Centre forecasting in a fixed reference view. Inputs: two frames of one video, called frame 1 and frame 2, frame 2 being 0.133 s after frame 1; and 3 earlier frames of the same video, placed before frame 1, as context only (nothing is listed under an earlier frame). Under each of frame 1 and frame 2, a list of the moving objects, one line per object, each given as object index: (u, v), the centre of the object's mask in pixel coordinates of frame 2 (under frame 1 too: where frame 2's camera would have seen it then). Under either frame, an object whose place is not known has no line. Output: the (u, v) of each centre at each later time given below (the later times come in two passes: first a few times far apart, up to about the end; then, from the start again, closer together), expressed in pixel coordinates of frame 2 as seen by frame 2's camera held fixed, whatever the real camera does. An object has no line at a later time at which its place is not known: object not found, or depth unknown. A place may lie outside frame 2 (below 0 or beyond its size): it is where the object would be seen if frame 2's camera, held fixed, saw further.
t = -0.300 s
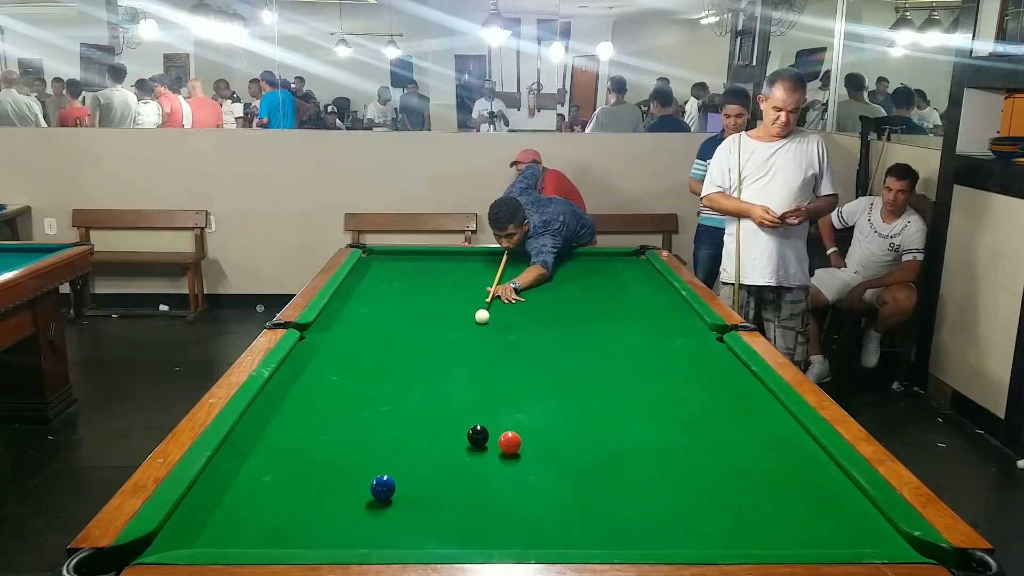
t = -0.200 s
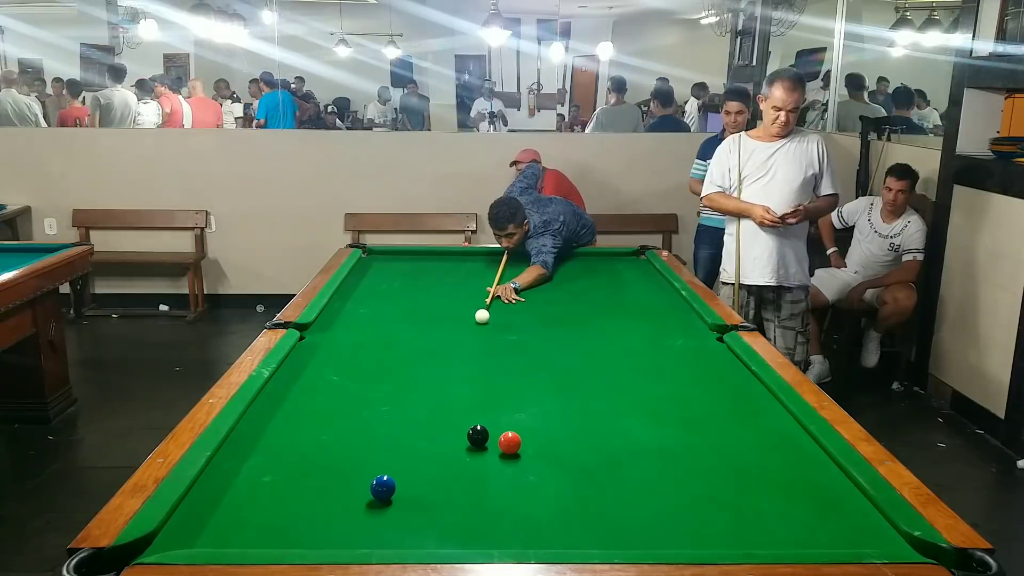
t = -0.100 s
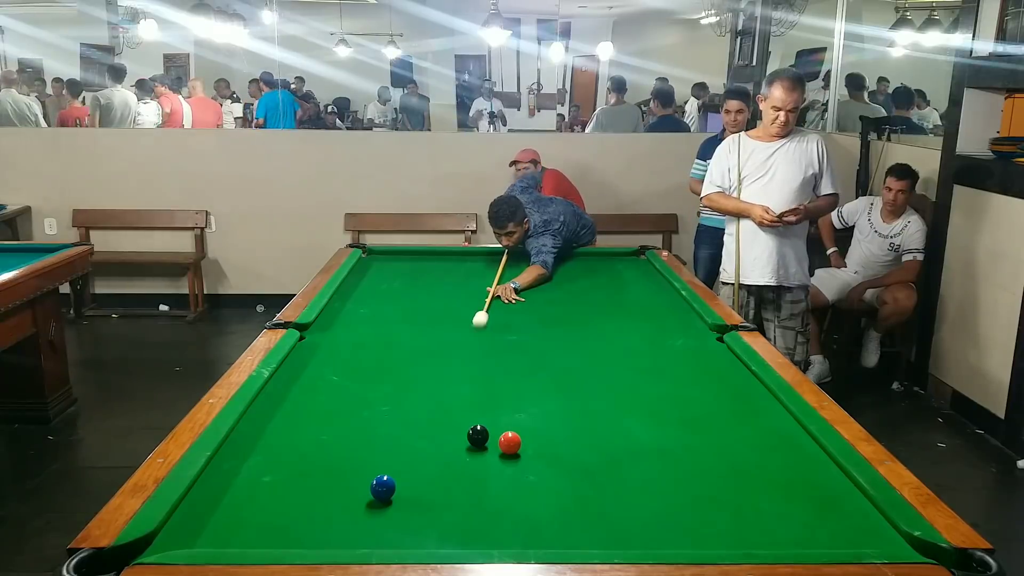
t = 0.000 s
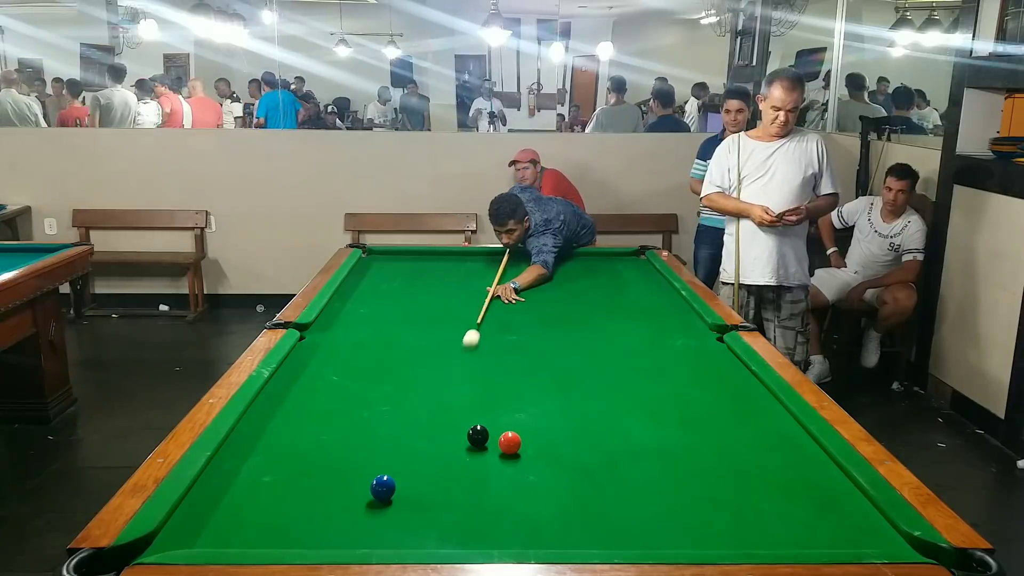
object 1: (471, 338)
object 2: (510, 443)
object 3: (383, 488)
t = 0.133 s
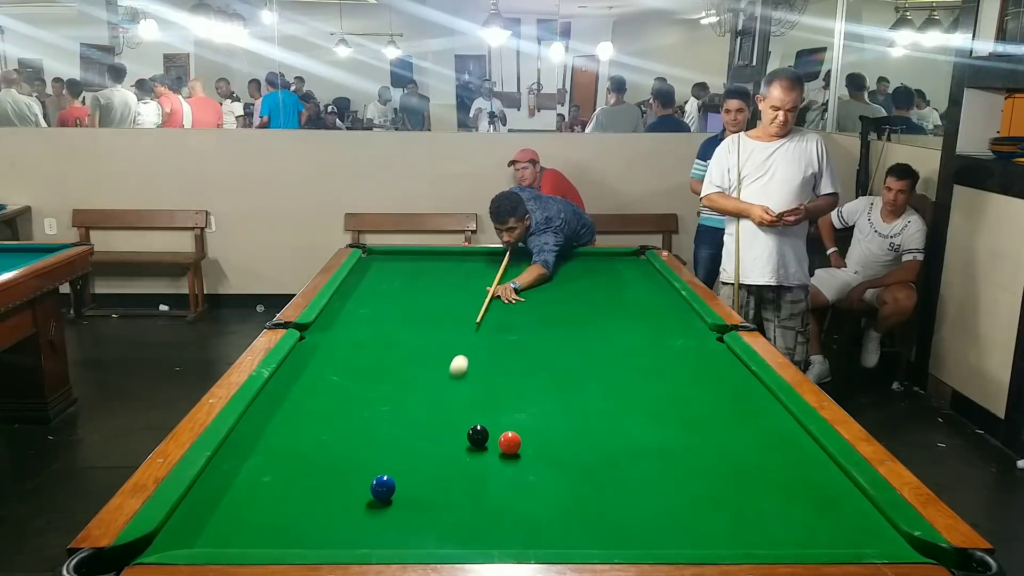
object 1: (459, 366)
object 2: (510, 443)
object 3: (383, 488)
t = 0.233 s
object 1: (448, 388)
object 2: (510, 443)
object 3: (383, 488)
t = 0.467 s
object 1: (417, 459)
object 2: (510, 443)
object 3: (383, 488)
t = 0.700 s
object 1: (441, 539)
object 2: (510, 443)
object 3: (321, 502)
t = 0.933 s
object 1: (485, 479)
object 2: (510, 443)
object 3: (245, 520)
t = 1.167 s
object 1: (511, 450)
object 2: (517, 428)
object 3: (168, 538)
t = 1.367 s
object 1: (523, 441)
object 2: (528, 408)
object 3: (157, 546)
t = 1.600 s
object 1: (536, 432)
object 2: (539, 388)
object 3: (163, 539)
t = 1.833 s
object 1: (547, 425)
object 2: (548, 371)
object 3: (177, 536)
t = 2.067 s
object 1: (556, 419)
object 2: (555, 357)
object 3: (187, 534)
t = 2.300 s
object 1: (564, 414)
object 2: (563, 344)
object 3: (193, 533)
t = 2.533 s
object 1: (571, 410)
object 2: (569, 333)
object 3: (197, 531)
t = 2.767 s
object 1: (577, 406)
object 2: (574, 325)
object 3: (197, 531)
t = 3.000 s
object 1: (581, 404)
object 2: (579, 317)
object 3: (197, 531)
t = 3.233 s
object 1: (584, 402)
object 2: (583, 310)
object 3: (197, 531)
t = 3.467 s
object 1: (586, 401)
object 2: (586, 304)
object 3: (197, 531)
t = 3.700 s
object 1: (586, 401)
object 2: (589, 298)
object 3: (196, 531)
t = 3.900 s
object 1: (586, 401)
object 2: (591, 294)
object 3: (196, 531)
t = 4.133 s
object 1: (586, 401)
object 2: (594, 290)
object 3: (197, 531)
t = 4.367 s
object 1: (586, 401)
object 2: (597, 287)
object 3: (196, 531)
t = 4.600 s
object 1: (586, 401)
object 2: (599, 284)
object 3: (196, 531)
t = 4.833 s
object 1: (586, 401)
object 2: (601, 281)
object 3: (196, 531)
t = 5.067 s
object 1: (586, 401)
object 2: (603, 279)
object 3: (196, 532)
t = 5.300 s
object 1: (586, 401)
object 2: (604, 278)
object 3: (196, 531)
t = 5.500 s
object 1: (586, 401)
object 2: (606, 276)
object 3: (196, 531)
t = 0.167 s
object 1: (456, 373)
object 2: (510, 443)
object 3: (383, 488)
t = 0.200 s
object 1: (452, 380)
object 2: (510, 443)
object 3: (383, 488)
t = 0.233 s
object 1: (448, 388)
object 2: (510, 443)
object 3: (383, 488)
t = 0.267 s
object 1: (445, 396)
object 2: (510, 443)
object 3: (383, 488)
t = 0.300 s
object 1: (441, 406)
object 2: (510, 443)
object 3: (383, 488)
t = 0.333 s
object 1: (436, 415)
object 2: (510, 443)
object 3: (383, 488)
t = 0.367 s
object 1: (432, 425)
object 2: (510, 443)
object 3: (383, 488)
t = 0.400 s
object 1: (427, 436)
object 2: (510, 443)
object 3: (383, 488)
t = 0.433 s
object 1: (422, 447)
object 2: (510, 443)
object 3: (383, 488)
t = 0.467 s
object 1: (417, 459)
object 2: (510, 443)
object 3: (383, 488)
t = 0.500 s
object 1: (411, 473)
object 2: (510, 443)
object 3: (383, 488)
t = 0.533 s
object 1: (410, 484)
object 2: (510, 443)
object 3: (378, 488)
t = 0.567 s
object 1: (416, 496)
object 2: (510, 443)
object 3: (364, 491)
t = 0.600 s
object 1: (423, 508)
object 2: (510, 443)
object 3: (353, 494)
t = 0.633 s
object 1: (428, 521)
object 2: (510, 443)
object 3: (342, 497)
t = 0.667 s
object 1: (434, 533)
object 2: (510, 443)
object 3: (331, 500)
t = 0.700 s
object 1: (441, 539)
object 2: (510, 443)
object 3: (321, 502)
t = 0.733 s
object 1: (448, 533)
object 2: (510, 443)
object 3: (310, 504)
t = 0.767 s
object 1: (455, 522)
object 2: (510, 443)
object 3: (300, 508)
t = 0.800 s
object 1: (462, 513)
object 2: (510, 443)
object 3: (289, 510)
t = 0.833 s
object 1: (468, 504)
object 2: (510, 443)
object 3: (278, 513)
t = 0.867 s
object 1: (474, 495)
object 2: (510, 443)
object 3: (267, 515)
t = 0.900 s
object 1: (480, 487)
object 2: (510, 443)
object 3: (256, 518)
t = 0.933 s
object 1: (485, 479)
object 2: (510, 443)
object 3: (245, 520)
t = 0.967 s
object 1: (490, 472)
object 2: (510, 443)
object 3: (234, 523)
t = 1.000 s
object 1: (496, 465)
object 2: (510, 443)
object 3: (223, 526)
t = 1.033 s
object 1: (500, 459)
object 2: (511, 441)
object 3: (212, 529)
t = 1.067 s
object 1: (505, 453)
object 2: (512, 438)
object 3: (201, 530)
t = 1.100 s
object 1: (507, 452)
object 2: (513, 435)
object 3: (190, 533)
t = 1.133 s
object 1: (509, 451)
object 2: (515, 431)
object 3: (179, 536)
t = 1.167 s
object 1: (511, 450)
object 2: (517, 428)
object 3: (168, 538)
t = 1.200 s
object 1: (513, 448)
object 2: (519, 425)
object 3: (159, 541)
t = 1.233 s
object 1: (515, 447)
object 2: (521, 421)
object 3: (158, 543)
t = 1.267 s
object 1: (517, 445)
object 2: (523, 417)
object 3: (157, 544)
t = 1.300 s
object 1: (519, 444)
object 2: (524, 414)
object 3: (157, 546)
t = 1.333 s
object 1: (521, 442)
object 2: (526, 411)
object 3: (156, 547)
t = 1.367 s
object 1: (523, 441)
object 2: (528, 408)
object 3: (157, 546)
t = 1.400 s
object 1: (525, 440)
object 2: (529, 405)
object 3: (158, 545)
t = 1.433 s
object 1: (527, 438)
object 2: (531, 402)
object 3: (158, 544)
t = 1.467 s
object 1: (528, 437)
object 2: (533, 399)
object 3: (159, 543)
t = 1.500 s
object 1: (530, 436)
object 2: (534, 396)
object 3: (159, 542)
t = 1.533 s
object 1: (532, 435)
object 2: (536, 393)
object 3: (160, 541)
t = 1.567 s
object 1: (534, 433)
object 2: (537, 390)
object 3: (161, 540)
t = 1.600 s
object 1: (536, 432)
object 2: (539, 388)
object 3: (163, 539)
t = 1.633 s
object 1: (537, 431)
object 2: (540, 385)
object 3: (165, 539)
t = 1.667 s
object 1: (539, 430)
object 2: (541, 383)
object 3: (167, 538)
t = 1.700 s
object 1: (540, 429)
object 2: (543, 380)
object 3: (169, 538)
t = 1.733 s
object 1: (542, 428)
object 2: (544, 378)
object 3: (171, 537)
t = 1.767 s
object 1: (544, 427)
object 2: (545, 375)
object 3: (173, 537)
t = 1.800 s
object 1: (545, 426)
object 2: (547, 373)
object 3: (175, 537)
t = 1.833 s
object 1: (547, 425)
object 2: (548, 371)
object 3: (177, 536)
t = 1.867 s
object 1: (548, 424)
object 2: (549, 369)
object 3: (178, 536)
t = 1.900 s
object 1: (550, 423)
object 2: (550, 366)
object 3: (180, 536)
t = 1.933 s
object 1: (551, 422)
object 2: (551, 364)
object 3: (181, 535)
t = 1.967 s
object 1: (552, 421)
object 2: (552, 362)
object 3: (183, 535)
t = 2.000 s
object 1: (554, 421)
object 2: (554, 360)
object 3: (184, 535)
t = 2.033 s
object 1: (555, 420)
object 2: (555, 358)
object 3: (186, 535)
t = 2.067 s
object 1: (556, 419)
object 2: (555, 357)
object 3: (187, 534)
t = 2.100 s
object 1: (558, 418)
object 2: (557, 355)
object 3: (188, 534)
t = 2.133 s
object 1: (559, 418)
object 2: (558, 353)
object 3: (189, 534)
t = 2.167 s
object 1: (560, 417)
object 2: (559, 351)
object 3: (190, 534)
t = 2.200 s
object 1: (561, 416)
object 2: (560, 349)
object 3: (191, 534)
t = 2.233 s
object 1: (562, 415)
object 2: (561, 347)
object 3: (192, 533)
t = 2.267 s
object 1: (563, 415)
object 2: (562, 346)
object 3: (193, 533)
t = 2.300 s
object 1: (564, 414)
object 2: (563, 344)
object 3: (193, 533)
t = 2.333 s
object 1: (566, 413)
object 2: (564, 343)
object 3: (194, 533)
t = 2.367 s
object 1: (566, 413)
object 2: (564, 341)
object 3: (195, 532)
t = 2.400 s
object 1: (568, 412)
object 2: (565, 340)
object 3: (196, 532)
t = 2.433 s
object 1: (568, 411)
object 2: (566, 338)
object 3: (196, 532)
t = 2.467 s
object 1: (570, 411)
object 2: (567, 337)
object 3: (196, 531)
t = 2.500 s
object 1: (570, 410)
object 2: (568, 335)
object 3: (197, 531)
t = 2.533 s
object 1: (571, 410)
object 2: (569, 333)
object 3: (197, 531)
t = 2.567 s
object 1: (572, 409)
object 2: (570, 332)
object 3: (197, 531)
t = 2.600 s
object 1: (573, 409)
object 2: (571, 331)
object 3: (197, 531)
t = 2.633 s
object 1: (574, 408)
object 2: (571, 330)
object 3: (197, 531)
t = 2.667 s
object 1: (575, 408)
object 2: (572, 328)
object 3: (197, 531)
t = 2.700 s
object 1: (575, 407)
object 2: (573, 327)
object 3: (197, 531)
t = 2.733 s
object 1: (576, 407)
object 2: (574, 326)
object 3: (197, 531)
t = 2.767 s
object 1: (577, 406)
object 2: (574, 325)
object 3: (197, 531)
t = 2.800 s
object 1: (578, 406)
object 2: (575, 323)
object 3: (197, 531)
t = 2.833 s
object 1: (578, 406)
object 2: (576, 322)
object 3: (196, 531)
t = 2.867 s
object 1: (579, 405)
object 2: (576, 321)
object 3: (196, 531)
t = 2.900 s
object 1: (580, 405)
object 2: (577, 320)
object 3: (197, 531)
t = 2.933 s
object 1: (580, 405)
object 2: (578, 319)
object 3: (197, 531)
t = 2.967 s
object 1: (581, 404)
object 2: (578, 318)
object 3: (197, 531)
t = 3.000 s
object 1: (581, 404)
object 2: (579, 317)
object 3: (197, 531)
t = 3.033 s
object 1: (582, 404)
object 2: (580, 316)
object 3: (197, 531)
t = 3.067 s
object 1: (582, 403)
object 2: (580, 315)
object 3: (197, 531)
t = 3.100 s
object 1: (583, 403)
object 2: (581, 313)
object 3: (197, 531)
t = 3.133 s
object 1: (583, 403)
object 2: (581, 313)
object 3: (197, 531)
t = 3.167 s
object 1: (583, 403)
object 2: (582, 312)
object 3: (197, 531)
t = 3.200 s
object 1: (584, 402)
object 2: (582, 311)
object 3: (197, 531)
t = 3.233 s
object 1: (584, 402)
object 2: (583, 310)
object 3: (197, 531)
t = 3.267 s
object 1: (584, 402)
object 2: (583, 309)
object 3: (197, 531)
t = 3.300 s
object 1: (584, 402)
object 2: (584, 308)
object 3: (197, 531)
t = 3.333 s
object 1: (585, 402)
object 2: (585, 307)
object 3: (197, 531)
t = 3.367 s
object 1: (585, 401)
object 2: (585, 306)
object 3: (197, 531)
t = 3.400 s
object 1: (585, 401)
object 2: (586, 305)
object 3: (197, 531)
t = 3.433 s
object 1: (585, 401)
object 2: (586, 304)
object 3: (197, 531)
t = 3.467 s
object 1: (586, 401)
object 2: (586, 304)
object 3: (197, 531)
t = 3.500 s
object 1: (586, 401)
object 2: (587, 303)
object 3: (197, 531)
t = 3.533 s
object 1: (586, 401)
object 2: (587, 302)
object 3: (197, 531)
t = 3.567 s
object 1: (586, 401)
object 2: (587, 301)
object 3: (196, 531)
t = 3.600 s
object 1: (586, 401)
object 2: (588, 301)
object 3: (196, 531)
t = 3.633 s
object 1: (586, 401)
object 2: (588, 300)
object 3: (196, 531)
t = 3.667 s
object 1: (586, 401)
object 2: (589, 299)
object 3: (196, 531)
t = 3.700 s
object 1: (586, 401)
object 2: (589, 298)
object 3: (196, 531)
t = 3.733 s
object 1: (586, 401)
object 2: (590, 298)
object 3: (196, 531)
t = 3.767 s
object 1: (586, 401)
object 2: (590, 297)
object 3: (196, 531)
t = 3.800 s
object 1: (586, 401)
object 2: (590, 296)
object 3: (196, 531)
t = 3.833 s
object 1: (586, 401)
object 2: (591, 296)
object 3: (196, 531)
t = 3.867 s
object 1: (586, 401)
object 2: (591, 295)
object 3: (196, 531)
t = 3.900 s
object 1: (586, 401)
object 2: (591, 294)
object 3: (196, 531)
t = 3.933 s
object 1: (586, 401)
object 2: (592, 294)
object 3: (196, 531)
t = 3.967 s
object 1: (586, 401)
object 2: (592, 293)
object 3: (196, 531)
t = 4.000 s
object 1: (586, 401)
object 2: (592, 292)
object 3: (196, 531)
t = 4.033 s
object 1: (586, 401)
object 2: (593, 292)
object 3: (196, 531)
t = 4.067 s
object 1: (586, 401)
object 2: (593, 291)
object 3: (196, 531)
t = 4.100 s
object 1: (586, 401)
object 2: (594, 291)
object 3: (196, 531)
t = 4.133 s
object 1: (586, 401)
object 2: (594, 290)
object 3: (197, 531)
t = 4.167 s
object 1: (586, 401)
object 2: (594, 290)
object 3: (197, 531)
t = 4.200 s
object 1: (586, 401)
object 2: (595, 289)
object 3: (196, 531)
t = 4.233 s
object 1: (586, 401)
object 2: (595, 289)
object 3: (196, 531)
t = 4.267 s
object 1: (586, 401)
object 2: (596, 288)
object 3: (196, 531)
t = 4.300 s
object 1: (586, 401)
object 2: (596, 288)
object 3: (196, 531)
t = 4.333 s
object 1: (586, 401)
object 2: (596, 287)
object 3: (196, 531)
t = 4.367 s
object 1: (586, 401)
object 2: (597, 287)
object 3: (196, 531)
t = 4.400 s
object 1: (586, 401)
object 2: (597, 286)
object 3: (196, 531)
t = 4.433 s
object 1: (586, 401)
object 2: (597, 286)
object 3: (197, 531)
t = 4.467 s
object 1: (586, 401)
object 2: (598, 285)
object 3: (197, 531)
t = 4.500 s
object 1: (586, 401)
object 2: (598, 285)
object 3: (197, 531)
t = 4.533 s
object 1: (586, 401)
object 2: (598, 285)
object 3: (197, 531)
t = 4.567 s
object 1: (586, 401)
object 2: (599, 284)
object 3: (197, 531)
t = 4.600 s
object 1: (586, 401)
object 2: (599, 284)
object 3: (196, 531)
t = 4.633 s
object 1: (586, 401)
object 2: (599, 283)
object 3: (196, 531)
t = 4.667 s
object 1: (586, 401)
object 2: (600, 283)
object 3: (196, 531)
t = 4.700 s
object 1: (586, 401)
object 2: (600, 283)
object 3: (196, 531)
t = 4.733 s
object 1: (586, 401)
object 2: (600, 282)
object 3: (196, 531)
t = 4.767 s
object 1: (586, 401)
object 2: (601, 282)
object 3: (196, 532)
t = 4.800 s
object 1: (586, 401)
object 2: (601, 282)
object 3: (196, 531)
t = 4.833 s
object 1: (586, 401)
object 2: (601, 281)
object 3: (196, 531)
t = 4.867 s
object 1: (586, 401)
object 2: (601, 281)
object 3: (196, 532)
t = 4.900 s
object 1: (586, 401)
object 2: (602, 281)
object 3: (196, 531)
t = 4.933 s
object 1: (586, 401)
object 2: (602, 280)
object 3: (196, 531)
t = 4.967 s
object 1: (586, 401)
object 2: (602, 280)
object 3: (196, 531)
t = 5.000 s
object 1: (586, 401)
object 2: (602, 280)
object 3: (196, 531)
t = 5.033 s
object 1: (586, 401)
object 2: (602, 279)
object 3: (196, 531)
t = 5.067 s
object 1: (586, 401)
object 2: (603, 279)
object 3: (196, 532)
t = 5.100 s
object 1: (586, 401)
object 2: (603, 279)
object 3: (196, 531)
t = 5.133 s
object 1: (586, 401)
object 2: (603, 279)
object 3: (196, 531)
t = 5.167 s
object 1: (586, 401)
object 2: (604, 278)
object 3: (196, 531)
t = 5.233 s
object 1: (586, 401)
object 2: (604, 278)
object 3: (196, 531)
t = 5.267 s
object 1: (586, 401)
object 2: (604, 278)
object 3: (196, 531)
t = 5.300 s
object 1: (586, 401)
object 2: (604, 278)
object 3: (196, 531)
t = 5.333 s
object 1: (586, 401)
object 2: (605, 277)
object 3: (196, 532)
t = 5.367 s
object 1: (586, 401)
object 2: (605, 277)
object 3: (196, 531)
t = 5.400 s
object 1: (586, 401)
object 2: (605, 277)
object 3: (196, 531)
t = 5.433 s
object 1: (586, 401)
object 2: (605, 277)
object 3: (196, 531)
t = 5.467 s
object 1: (586, 401)
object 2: (605, 276)
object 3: (196, 531)
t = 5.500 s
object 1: (586, 401)
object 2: (606, 276)
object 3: (196, 531)
